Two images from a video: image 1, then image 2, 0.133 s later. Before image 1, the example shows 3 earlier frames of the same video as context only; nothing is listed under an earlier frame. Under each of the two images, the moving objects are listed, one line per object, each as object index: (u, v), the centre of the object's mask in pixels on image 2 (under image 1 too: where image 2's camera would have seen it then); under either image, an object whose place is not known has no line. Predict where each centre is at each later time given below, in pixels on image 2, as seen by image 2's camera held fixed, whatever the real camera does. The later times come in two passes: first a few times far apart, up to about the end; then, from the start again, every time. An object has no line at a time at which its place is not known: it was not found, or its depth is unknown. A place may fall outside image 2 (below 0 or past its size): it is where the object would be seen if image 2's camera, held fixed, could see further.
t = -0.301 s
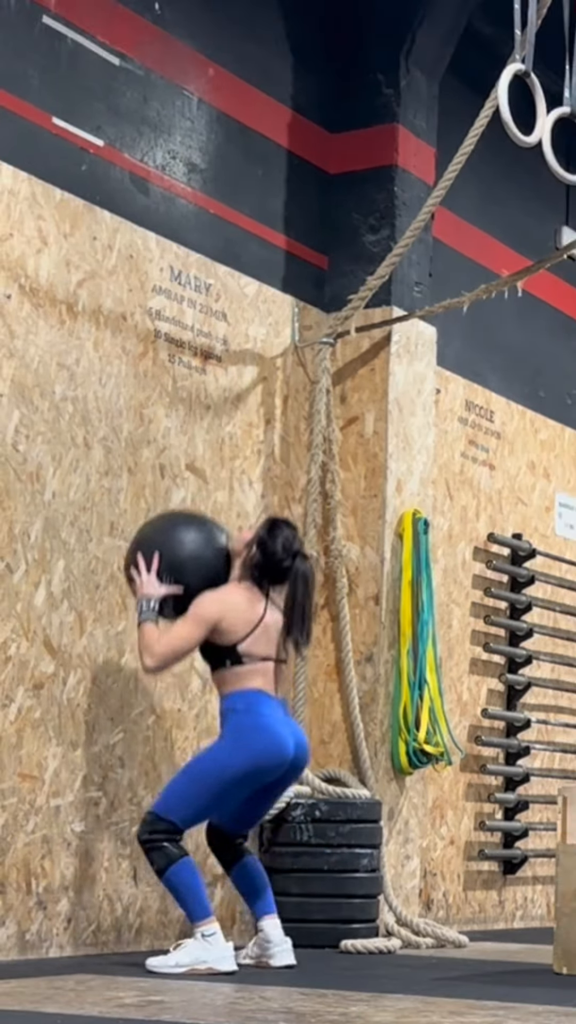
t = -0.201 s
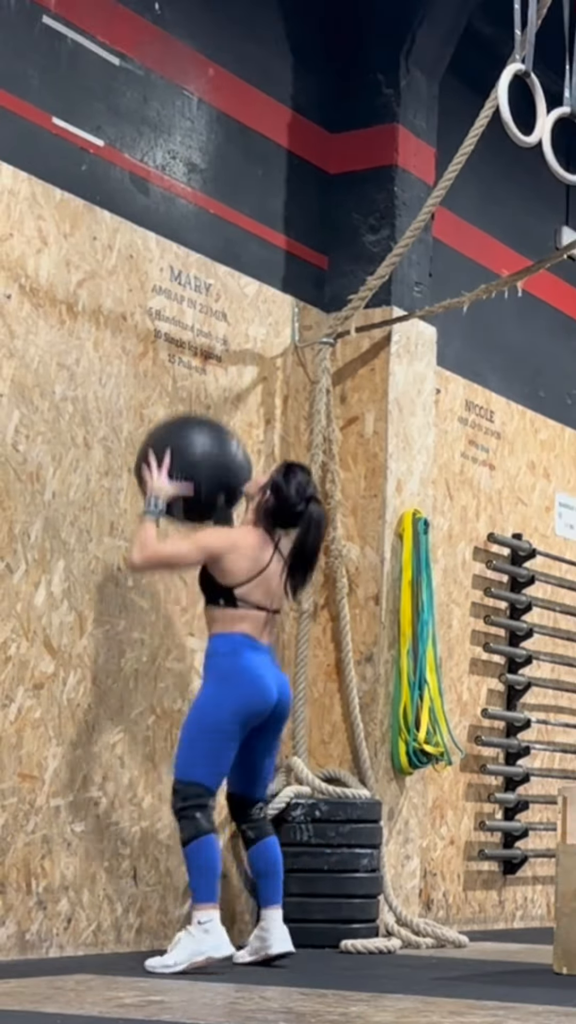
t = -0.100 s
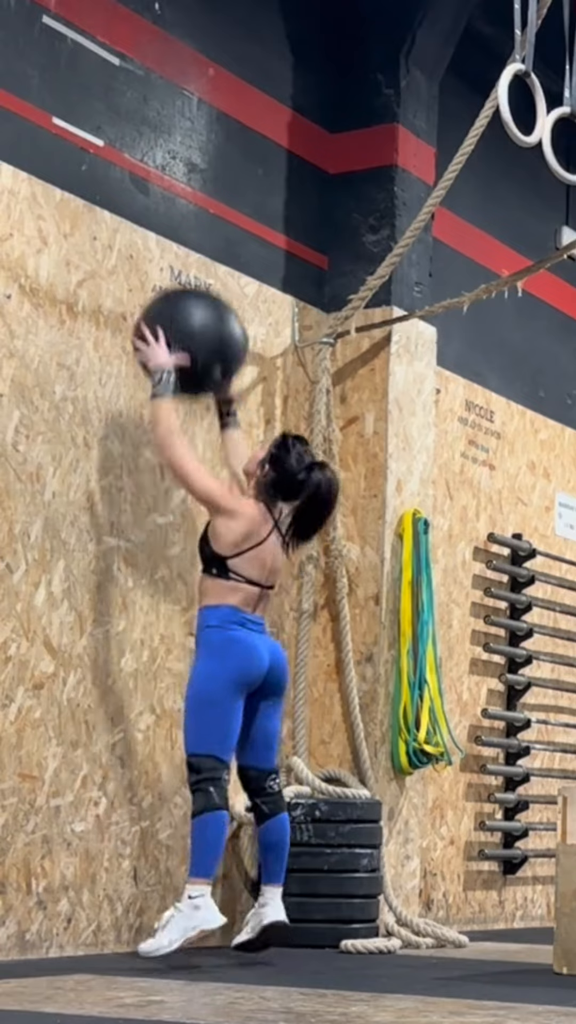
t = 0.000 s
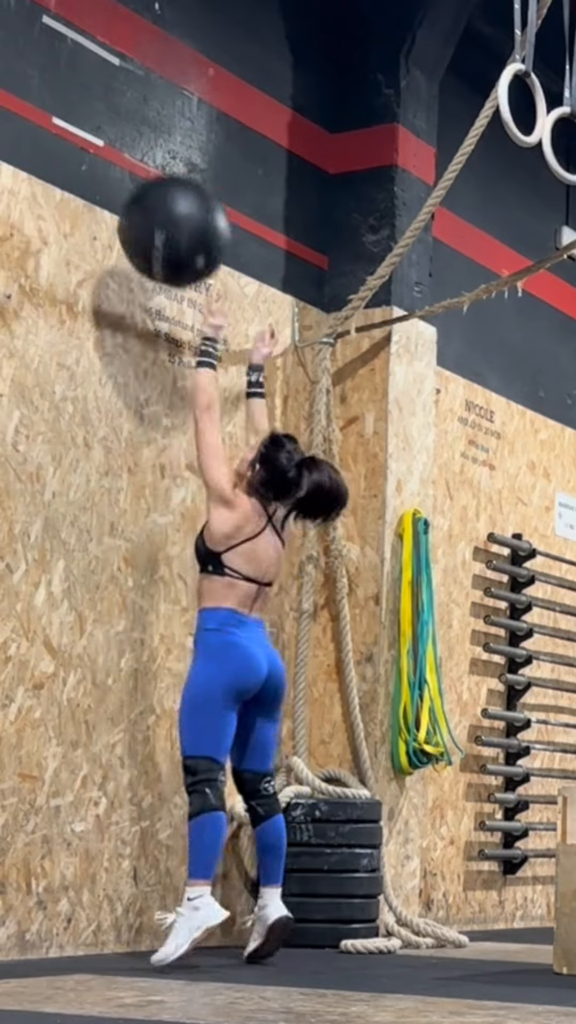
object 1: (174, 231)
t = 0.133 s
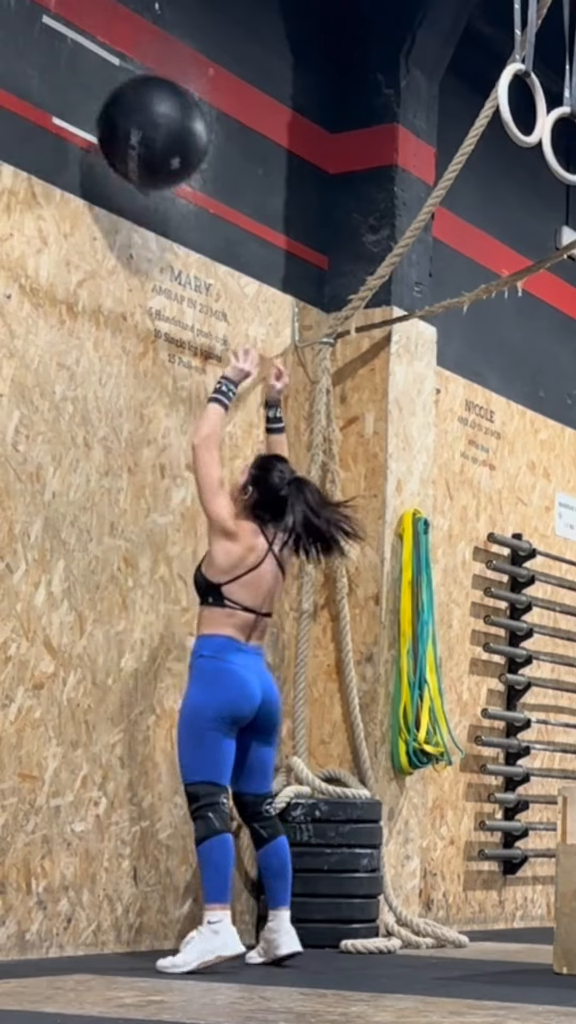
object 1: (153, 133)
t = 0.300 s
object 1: (126, 87)
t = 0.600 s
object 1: (163, 188)
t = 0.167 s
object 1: (147, 117)
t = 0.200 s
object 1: (139, 104)
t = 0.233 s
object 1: (132, 95)
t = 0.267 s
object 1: (126, 89)
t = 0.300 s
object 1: (126, 87)
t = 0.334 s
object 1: (129, 86)
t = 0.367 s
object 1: (133, 88)
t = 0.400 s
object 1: (137, 92)
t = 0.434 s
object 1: (145, 99)
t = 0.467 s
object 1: (149, 110)
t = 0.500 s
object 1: (153, 125)
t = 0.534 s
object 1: (157, 142)
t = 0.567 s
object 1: (160, 164)
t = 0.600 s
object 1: (163, 188)
